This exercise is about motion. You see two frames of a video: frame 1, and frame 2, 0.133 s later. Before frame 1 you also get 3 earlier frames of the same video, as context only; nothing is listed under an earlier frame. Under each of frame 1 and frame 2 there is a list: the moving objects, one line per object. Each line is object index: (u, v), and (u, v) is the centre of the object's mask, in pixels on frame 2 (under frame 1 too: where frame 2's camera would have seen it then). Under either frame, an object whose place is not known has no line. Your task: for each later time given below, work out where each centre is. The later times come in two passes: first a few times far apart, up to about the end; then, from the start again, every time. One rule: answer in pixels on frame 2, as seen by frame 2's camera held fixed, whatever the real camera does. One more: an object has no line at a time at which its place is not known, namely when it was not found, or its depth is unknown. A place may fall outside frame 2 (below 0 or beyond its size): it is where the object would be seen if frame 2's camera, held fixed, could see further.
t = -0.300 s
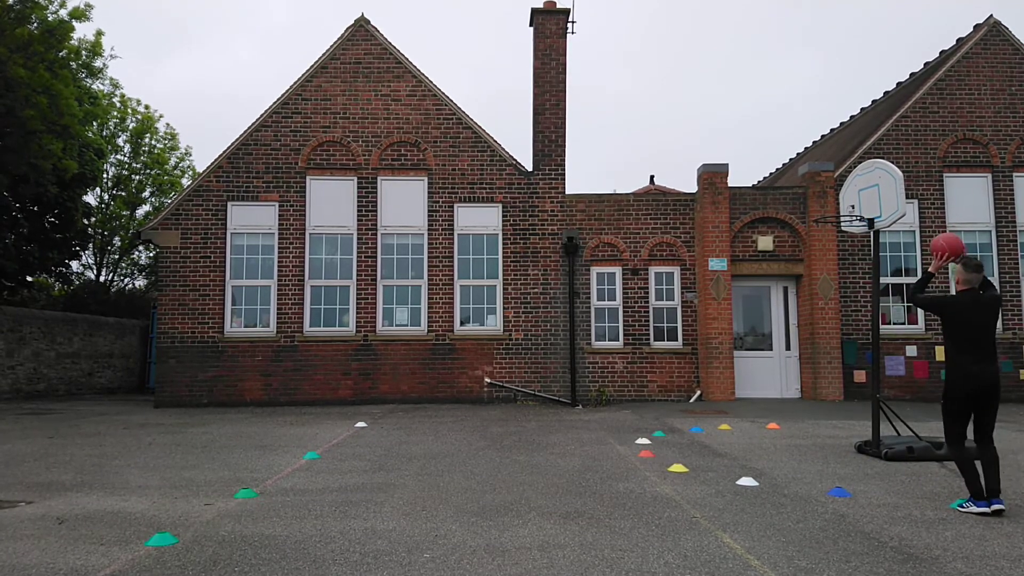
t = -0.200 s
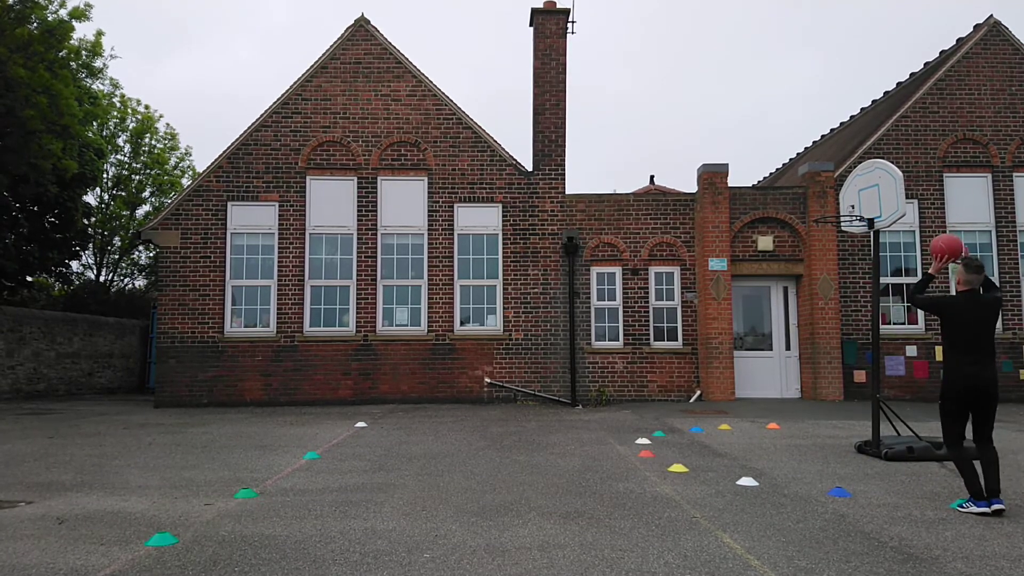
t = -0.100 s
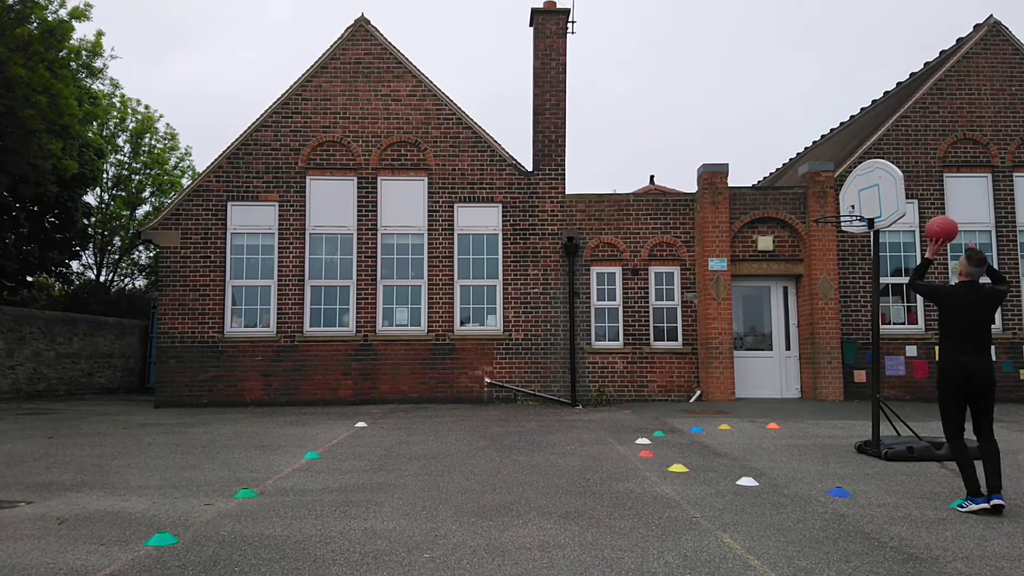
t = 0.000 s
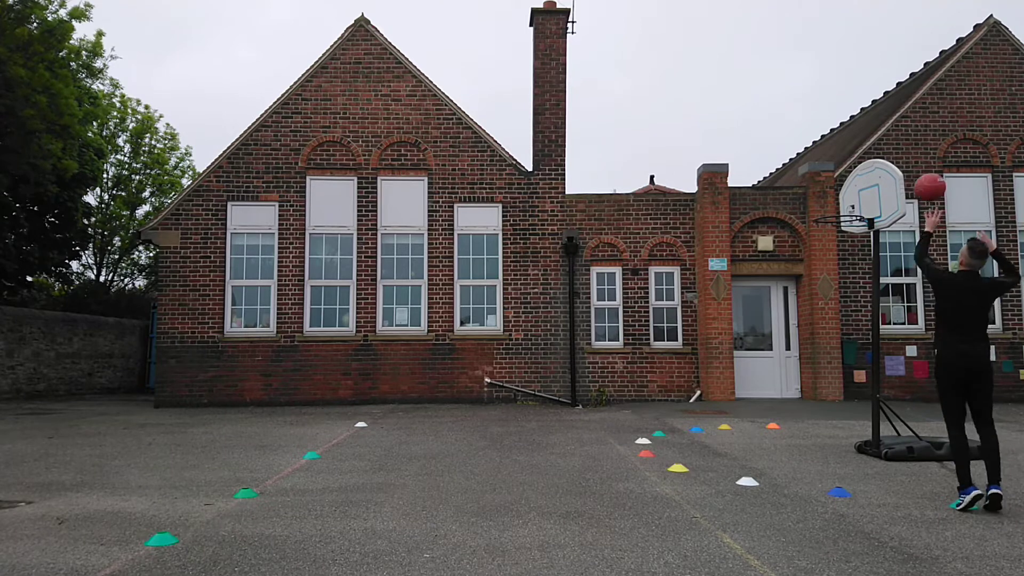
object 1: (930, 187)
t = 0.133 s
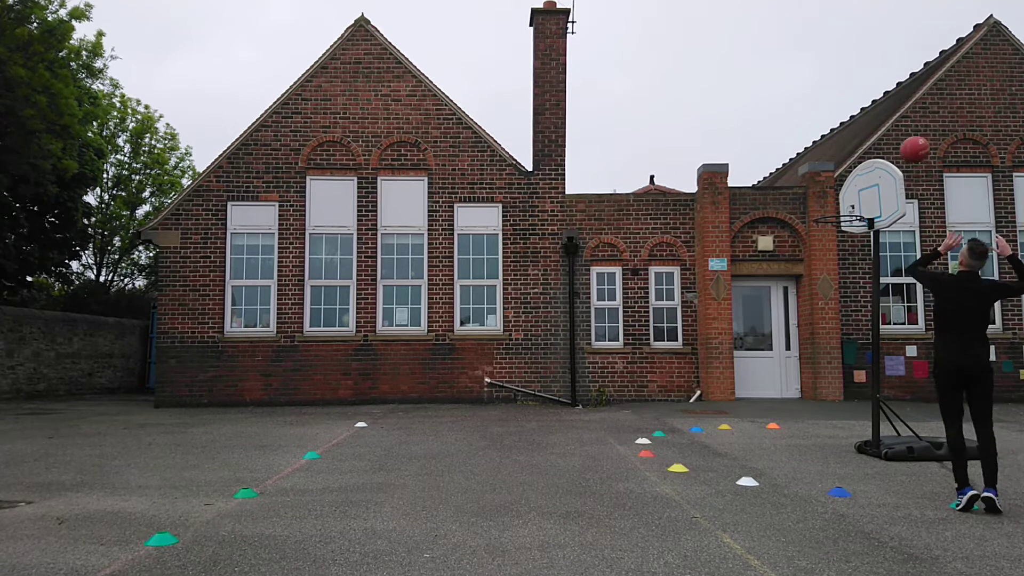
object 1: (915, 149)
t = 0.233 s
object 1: (906, 135)
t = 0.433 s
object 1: (889, 143)
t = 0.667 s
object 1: (875, 201)
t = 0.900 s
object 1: (882, 238)
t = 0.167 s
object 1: (912, 142)
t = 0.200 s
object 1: (909, 139)
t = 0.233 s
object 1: (906, 135)
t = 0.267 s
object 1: (902, 134)
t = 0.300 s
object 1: (901, 134)
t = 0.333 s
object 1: (898, 135)
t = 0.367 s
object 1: (895, 136)
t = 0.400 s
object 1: (892, 140)
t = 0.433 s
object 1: (889, 143)
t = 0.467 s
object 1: (887, 148)
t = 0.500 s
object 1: (884, 154)
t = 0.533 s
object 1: (882, 162)
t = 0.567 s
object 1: (880, 170)
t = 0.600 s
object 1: (878, 180)
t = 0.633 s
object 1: (877, 189)
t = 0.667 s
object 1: (875, 201)
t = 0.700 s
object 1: (873, 212)
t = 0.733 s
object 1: (879, 219)
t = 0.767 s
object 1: (880, 221)
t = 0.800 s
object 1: (881, 224)
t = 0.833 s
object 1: (881, 227)
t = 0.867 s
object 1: (881, 232)
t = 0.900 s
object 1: (882, 238)
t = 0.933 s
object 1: (882, 245)
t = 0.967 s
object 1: (883, 253)
